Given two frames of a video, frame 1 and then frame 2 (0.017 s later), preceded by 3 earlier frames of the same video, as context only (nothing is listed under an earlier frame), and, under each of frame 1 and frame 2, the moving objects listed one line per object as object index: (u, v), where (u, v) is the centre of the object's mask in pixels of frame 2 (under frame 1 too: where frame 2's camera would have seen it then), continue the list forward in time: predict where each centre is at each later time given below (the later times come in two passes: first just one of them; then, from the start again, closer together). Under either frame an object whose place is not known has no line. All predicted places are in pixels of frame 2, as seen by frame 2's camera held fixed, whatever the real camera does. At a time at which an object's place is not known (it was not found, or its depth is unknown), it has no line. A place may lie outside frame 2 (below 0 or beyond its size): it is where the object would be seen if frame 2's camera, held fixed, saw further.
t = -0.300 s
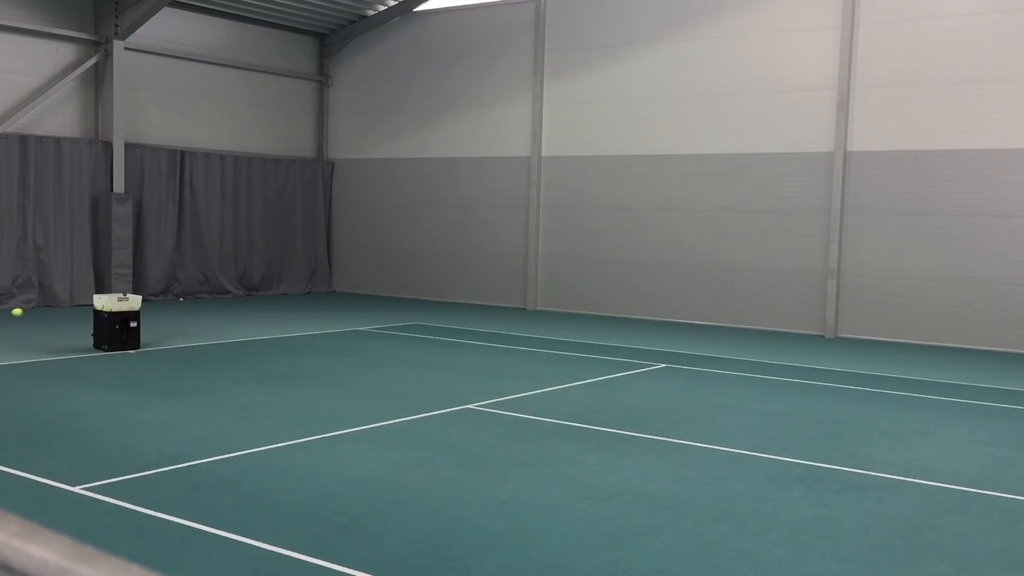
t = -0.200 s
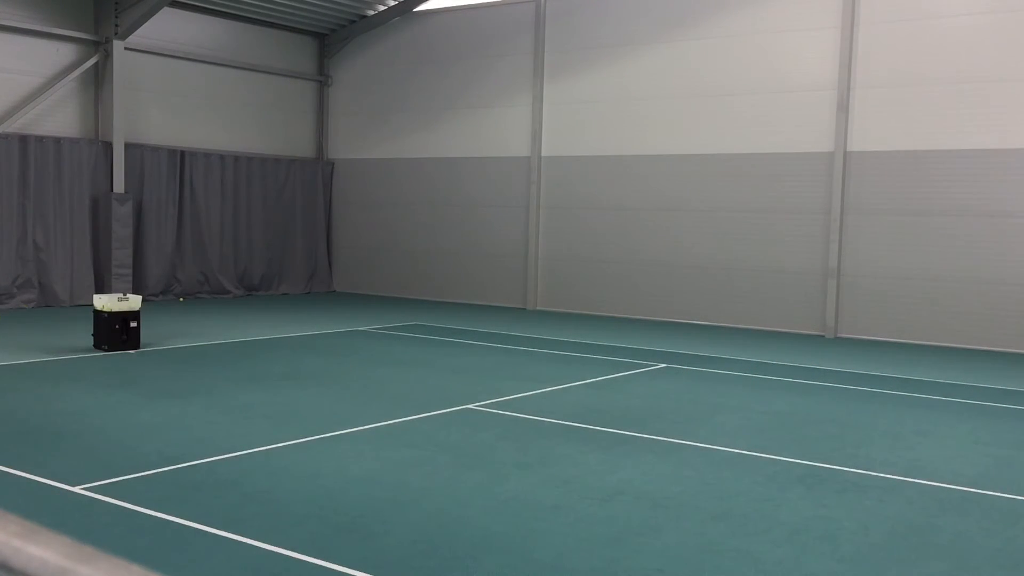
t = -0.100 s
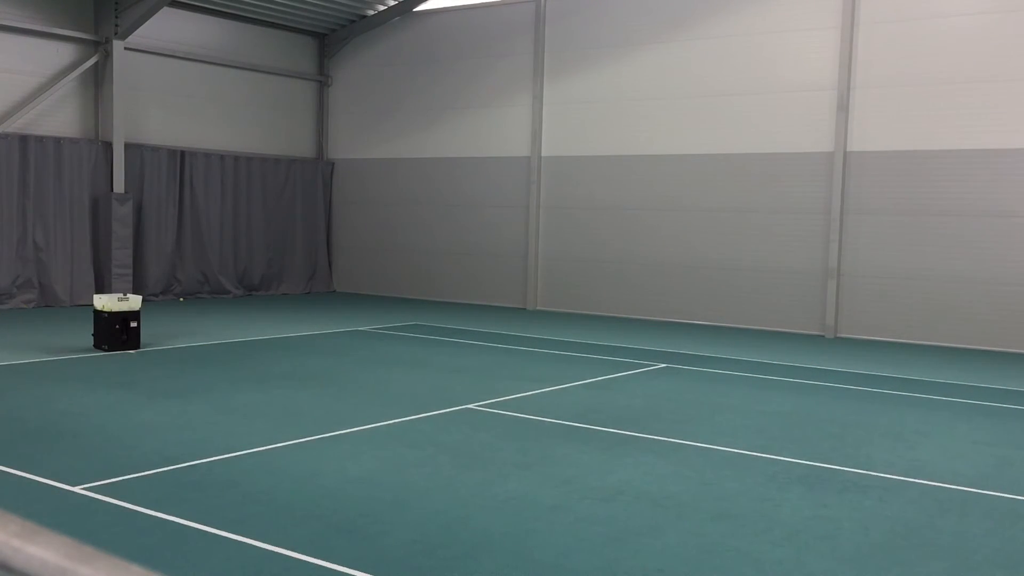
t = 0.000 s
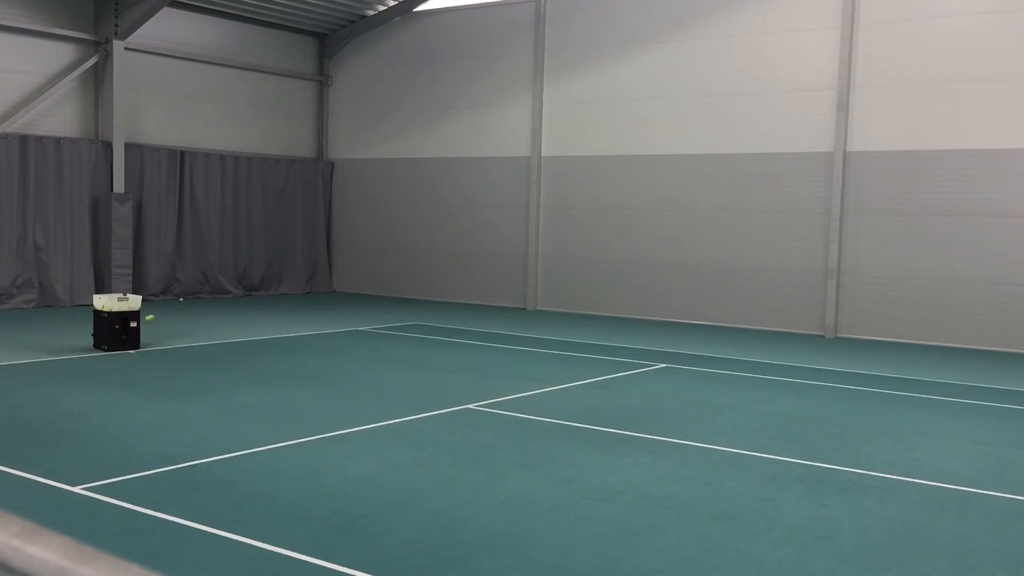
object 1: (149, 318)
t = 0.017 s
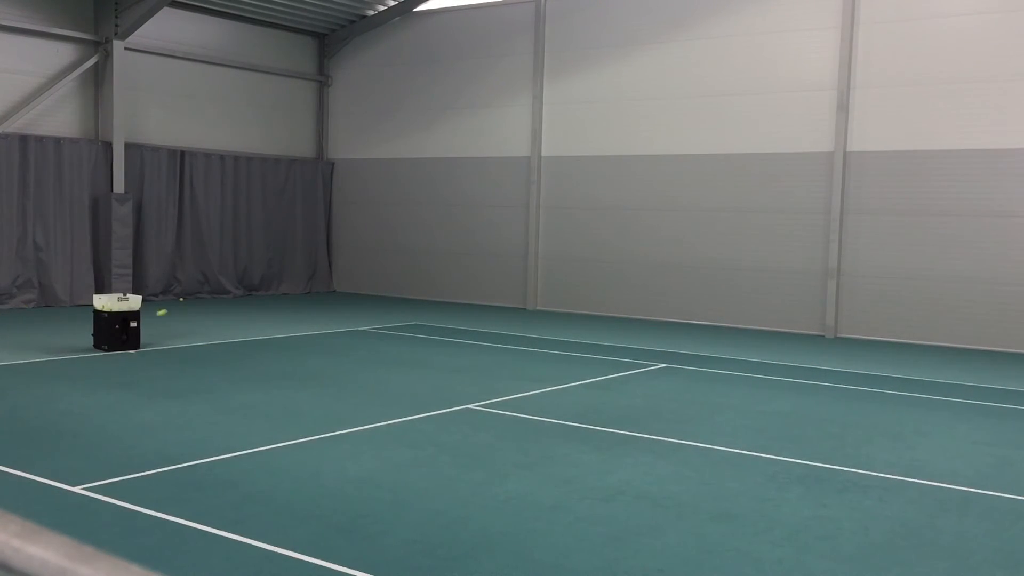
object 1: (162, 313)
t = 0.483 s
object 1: (795, 235)
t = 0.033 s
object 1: (174, 307)
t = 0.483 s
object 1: (795, 235)
